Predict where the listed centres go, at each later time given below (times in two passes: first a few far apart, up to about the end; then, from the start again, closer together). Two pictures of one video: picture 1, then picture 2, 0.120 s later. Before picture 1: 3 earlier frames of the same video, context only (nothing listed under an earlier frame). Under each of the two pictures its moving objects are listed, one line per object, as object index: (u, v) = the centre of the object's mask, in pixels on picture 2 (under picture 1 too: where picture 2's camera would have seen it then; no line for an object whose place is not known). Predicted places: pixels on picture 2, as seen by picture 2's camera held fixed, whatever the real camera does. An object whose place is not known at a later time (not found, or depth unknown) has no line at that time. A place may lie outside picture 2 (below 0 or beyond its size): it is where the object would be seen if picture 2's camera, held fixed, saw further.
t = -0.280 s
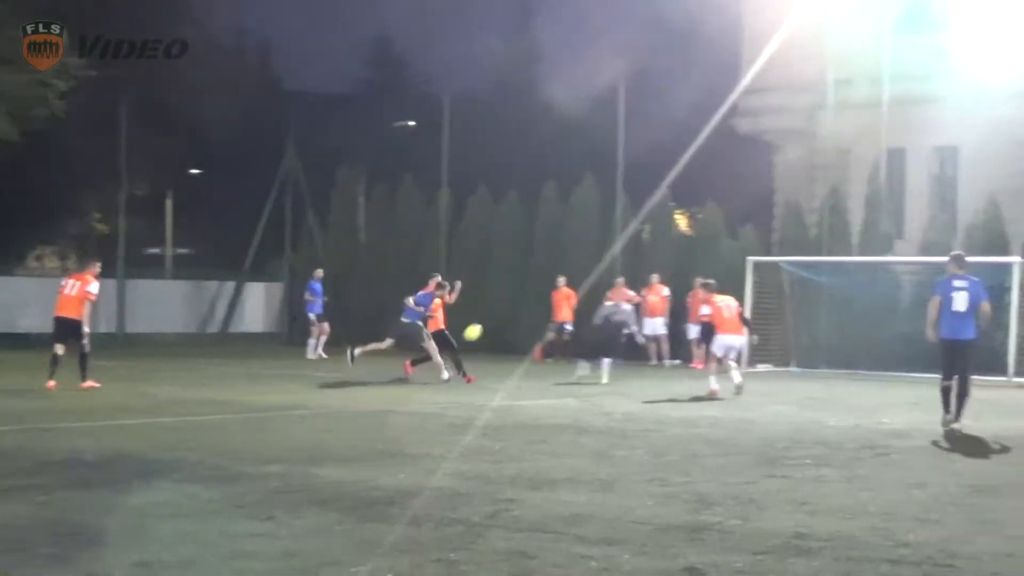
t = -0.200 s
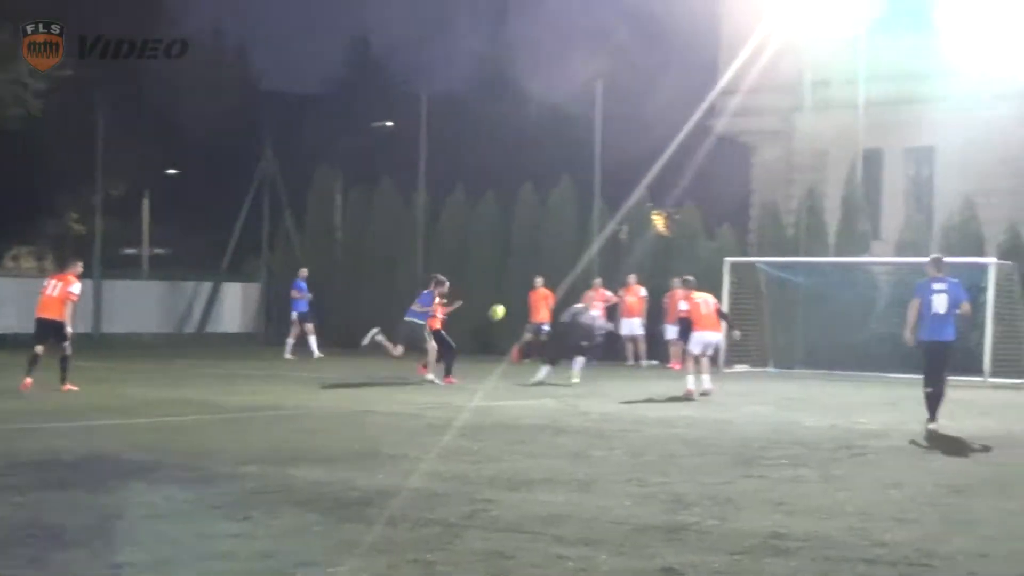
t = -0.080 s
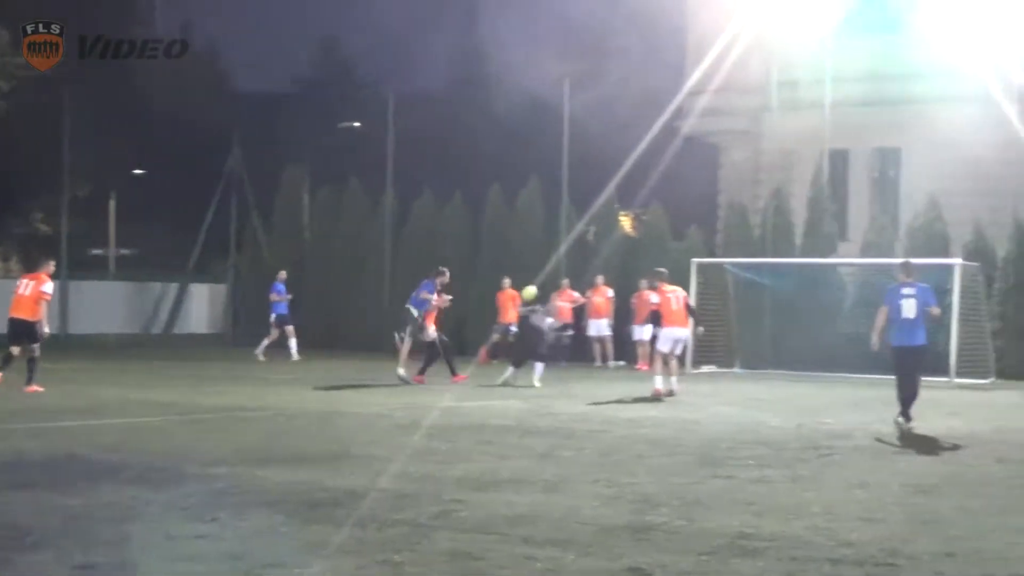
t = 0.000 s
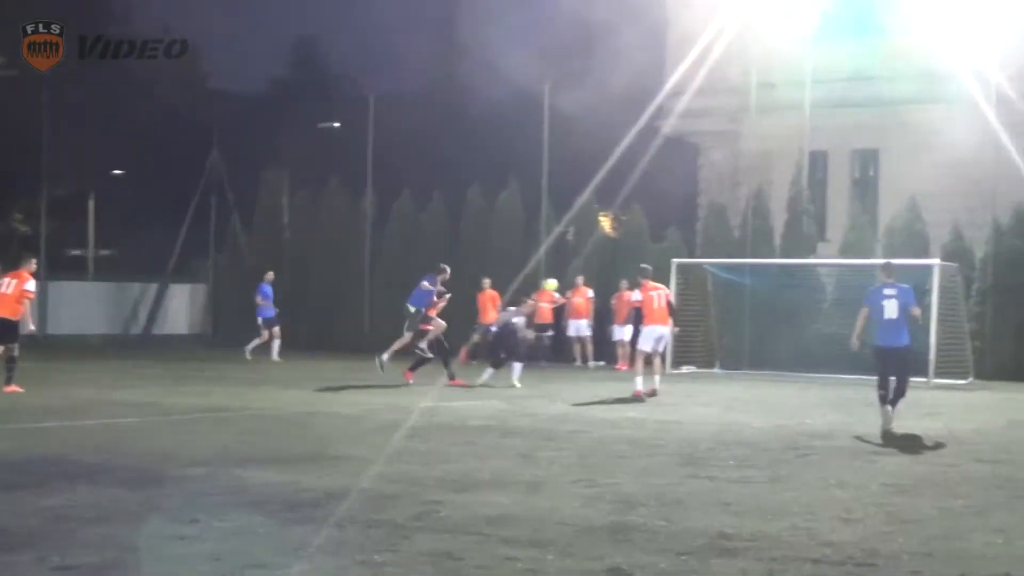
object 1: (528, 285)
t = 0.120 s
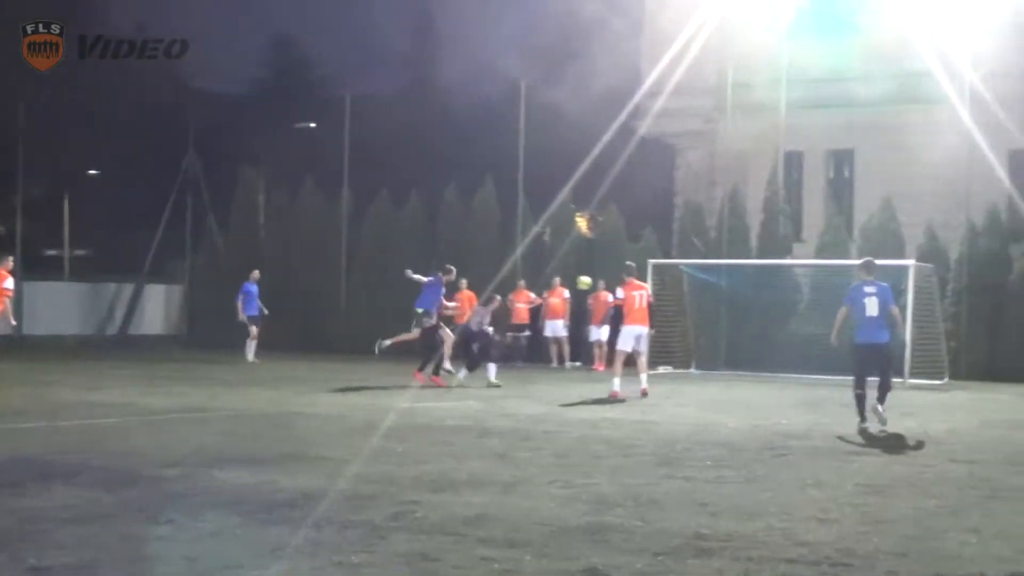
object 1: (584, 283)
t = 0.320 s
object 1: (671, 298)
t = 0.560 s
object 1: (760, 343)
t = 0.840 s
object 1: (808, 359)
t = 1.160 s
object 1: (812, 370)
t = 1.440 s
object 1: (817, 368)
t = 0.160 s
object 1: (602, 283)
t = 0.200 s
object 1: (618, 285)
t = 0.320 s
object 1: (671, 298)
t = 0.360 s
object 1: (685, 303)
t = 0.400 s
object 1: (701, 310)
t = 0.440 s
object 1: (716, 317)
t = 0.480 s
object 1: (732, 325)
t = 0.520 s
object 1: (747, 334)
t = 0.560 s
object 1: (760, 343)
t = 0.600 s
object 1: (774, 353)
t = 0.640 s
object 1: (787, 364)
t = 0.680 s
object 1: (797, 368)
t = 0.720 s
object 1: (803, 368)
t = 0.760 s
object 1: (806, 365)
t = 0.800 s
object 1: (807, 361)
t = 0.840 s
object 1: (808, 359)
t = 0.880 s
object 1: (808, 358)
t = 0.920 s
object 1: (809, 358)
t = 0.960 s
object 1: (809, 357)
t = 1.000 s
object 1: (809, 358)
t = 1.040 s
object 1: (811, 360)
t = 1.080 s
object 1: (811, 363)
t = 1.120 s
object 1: (812, 367)
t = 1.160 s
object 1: (812, 370)
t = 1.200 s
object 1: (813, 371)
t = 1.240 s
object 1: (814, 369)
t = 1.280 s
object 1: (815, 367)
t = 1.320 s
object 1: (815, 366)
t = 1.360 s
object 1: (816, 366)
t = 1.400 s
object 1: (816, 367)
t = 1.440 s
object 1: (817, 368)
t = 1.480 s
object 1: (818, 370)
